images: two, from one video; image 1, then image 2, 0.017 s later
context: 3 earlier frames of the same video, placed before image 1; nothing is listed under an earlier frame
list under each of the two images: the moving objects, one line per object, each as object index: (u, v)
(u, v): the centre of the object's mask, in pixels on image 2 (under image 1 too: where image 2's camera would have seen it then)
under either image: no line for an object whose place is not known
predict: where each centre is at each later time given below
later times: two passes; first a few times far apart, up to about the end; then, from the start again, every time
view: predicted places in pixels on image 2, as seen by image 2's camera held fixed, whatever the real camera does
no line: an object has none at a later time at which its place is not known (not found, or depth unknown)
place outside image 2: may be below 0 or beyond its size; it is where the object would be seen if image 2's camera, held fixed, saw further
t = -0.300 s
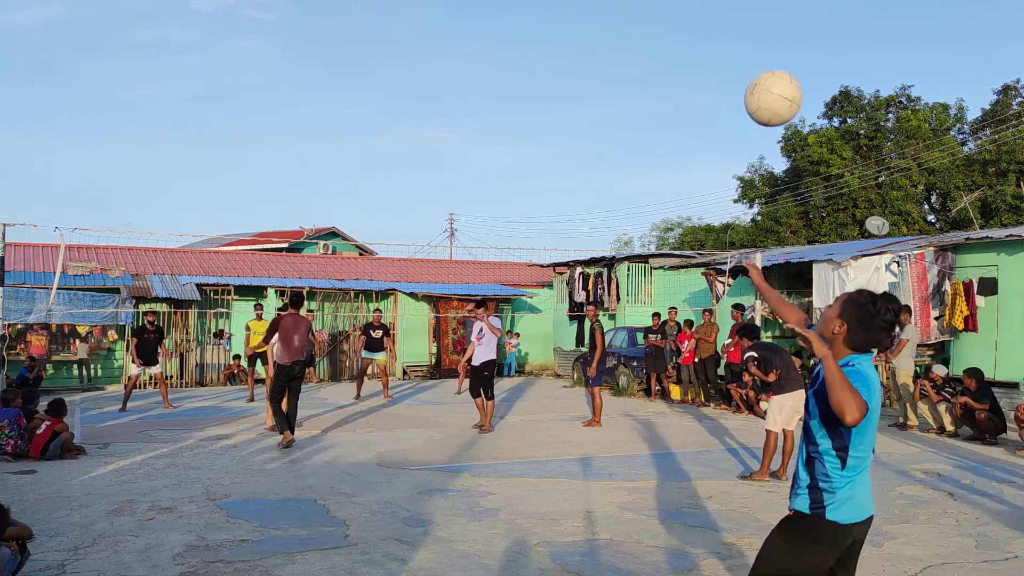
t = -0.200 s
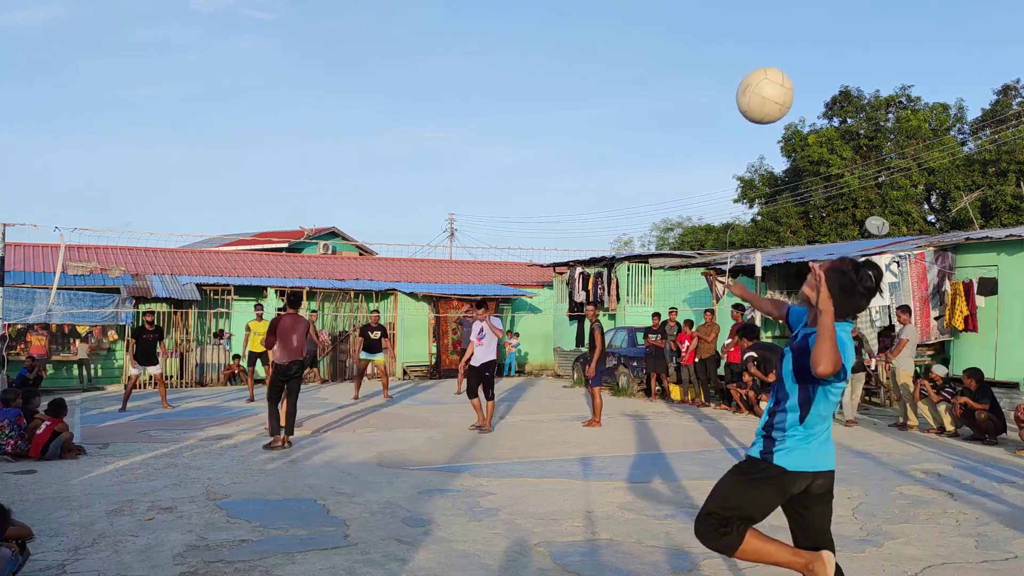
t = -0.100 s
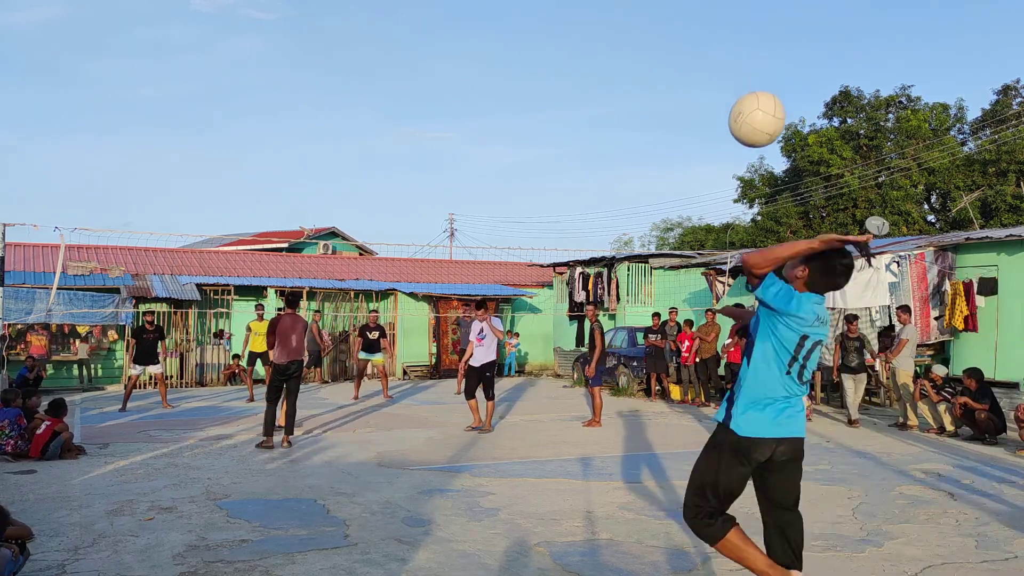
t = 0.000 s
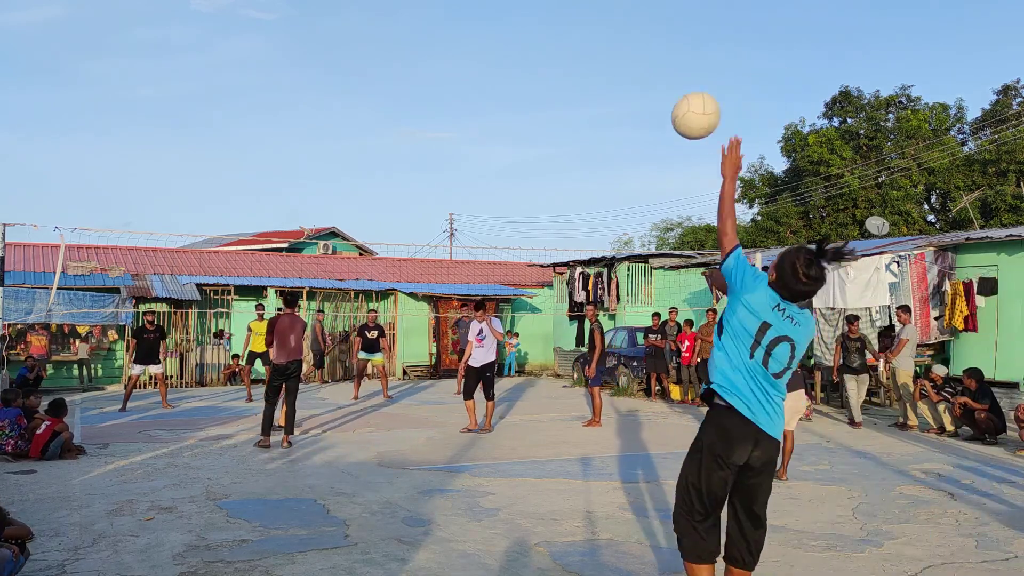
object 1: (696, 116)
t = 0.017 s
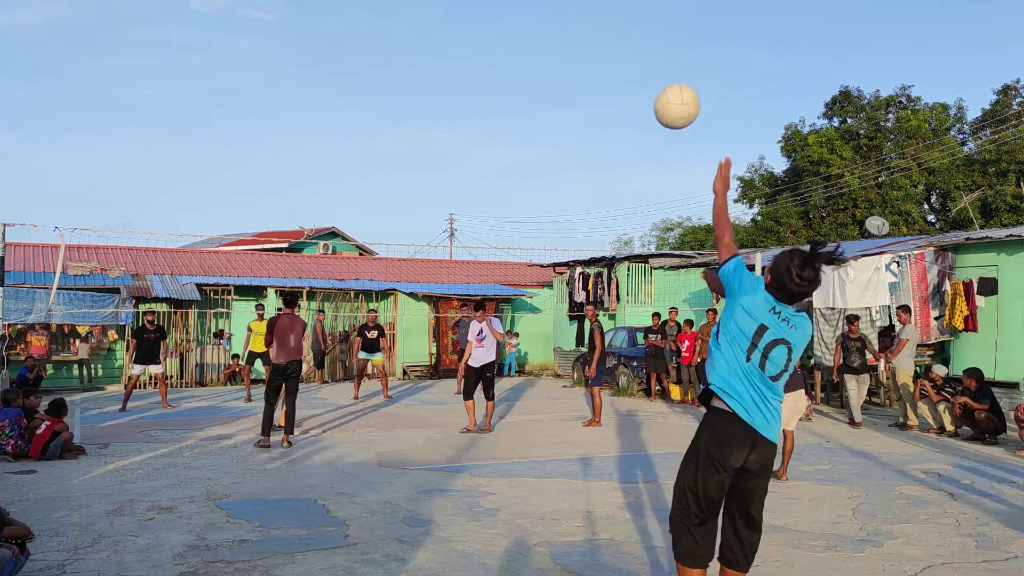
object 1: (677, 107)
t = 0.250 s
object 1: (529, 69)
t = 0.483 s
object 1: (463, 107)
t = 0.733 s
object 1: (426, 175)
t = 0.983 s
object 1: (408, 252)
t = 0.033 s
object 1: (660, 99)
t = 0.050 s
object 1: (645, 92)
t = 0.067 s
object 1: (631, 86)
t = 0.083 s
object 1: (618, 81)
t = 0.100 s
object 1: (606, 77)
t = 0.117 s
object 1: (595, 74)
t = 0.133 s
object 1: (585, 72)
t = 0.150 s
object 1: (575, 70)
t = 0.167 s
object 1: (566, 68)
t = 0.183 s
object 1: (558, 68)
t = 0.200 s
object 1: (550, 67)
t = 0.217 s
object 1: (543, 68)
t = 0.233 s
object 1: (536, 68)
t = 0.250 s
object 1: (529, 69)
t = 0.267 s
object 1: (523, 70)
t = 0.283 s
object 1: (517, 72)
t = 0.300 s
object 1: (511, 74)
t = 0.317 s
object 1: (506, 76)
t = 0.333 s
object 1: (500, 78)
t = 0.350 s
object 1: (496, 81)
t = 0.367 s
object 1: (491, 83)
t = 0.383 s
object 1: (486, 87)
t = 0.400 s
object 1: (482, 90)
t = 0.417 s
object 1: (478, 93)
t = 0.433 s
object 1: (474, 96)
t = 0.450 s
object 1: (470, 100)
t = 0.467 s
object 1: (467, 103)
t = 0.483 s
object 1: (463, 107)
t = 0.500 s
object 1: (460, 112)
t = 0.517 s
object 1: (456, 115)
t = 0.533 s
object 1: (453, 120)
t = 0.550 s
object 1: (450, 124)
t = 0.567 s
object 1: (448, 128)
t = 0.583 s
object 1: (445, 133)
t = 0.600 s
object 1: (443, 137)
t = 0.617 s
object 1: (440, 142)
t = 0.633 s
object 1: (438, 147)
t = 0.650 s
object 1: (435, 151)
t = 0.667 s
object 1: (433, 156)
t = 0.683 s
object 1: (431, 161)
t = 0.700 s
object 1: (429, 166)
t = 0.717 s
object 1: (427, 170)
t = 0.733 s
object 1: (426, 175)
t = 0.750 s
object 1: (424, 180)
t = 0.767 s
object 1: (423, 185)
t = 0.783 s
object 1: (421, 190)
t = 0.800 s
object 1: (420, 195)
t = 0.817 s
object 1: (418, 200)
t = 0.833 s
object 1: (417, 205)
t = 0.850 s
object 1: (416, 211)
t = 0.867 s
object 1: (415, 216)
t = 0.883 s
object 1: (414, 221)
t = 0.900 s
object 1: (413, 226)
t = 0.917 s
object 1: (411, 232)
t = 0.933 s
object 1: (410, 237)
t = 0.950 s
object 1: (410, 242)
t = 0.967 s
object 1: (409, 248)
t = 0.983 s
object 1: (408, 252)
